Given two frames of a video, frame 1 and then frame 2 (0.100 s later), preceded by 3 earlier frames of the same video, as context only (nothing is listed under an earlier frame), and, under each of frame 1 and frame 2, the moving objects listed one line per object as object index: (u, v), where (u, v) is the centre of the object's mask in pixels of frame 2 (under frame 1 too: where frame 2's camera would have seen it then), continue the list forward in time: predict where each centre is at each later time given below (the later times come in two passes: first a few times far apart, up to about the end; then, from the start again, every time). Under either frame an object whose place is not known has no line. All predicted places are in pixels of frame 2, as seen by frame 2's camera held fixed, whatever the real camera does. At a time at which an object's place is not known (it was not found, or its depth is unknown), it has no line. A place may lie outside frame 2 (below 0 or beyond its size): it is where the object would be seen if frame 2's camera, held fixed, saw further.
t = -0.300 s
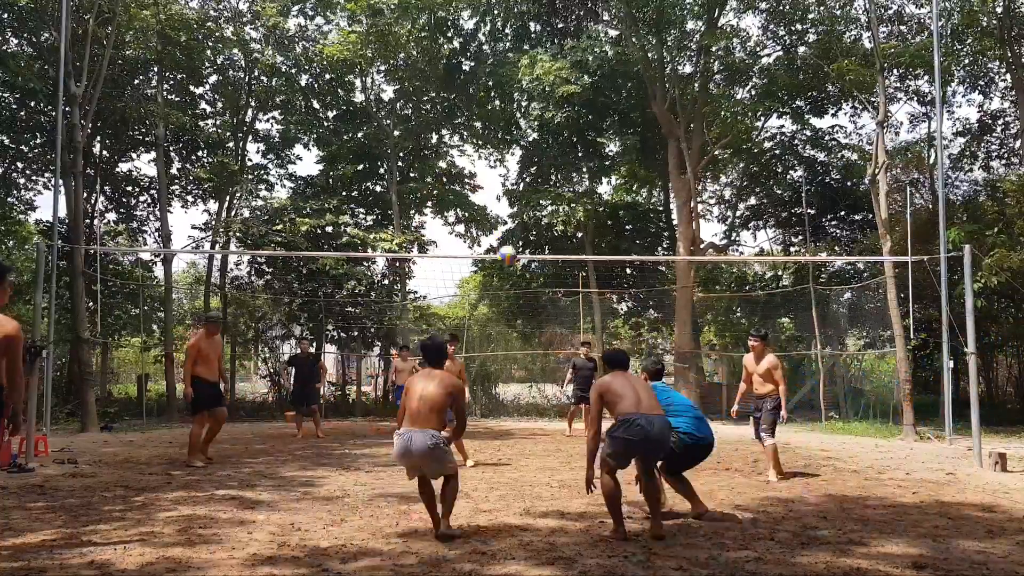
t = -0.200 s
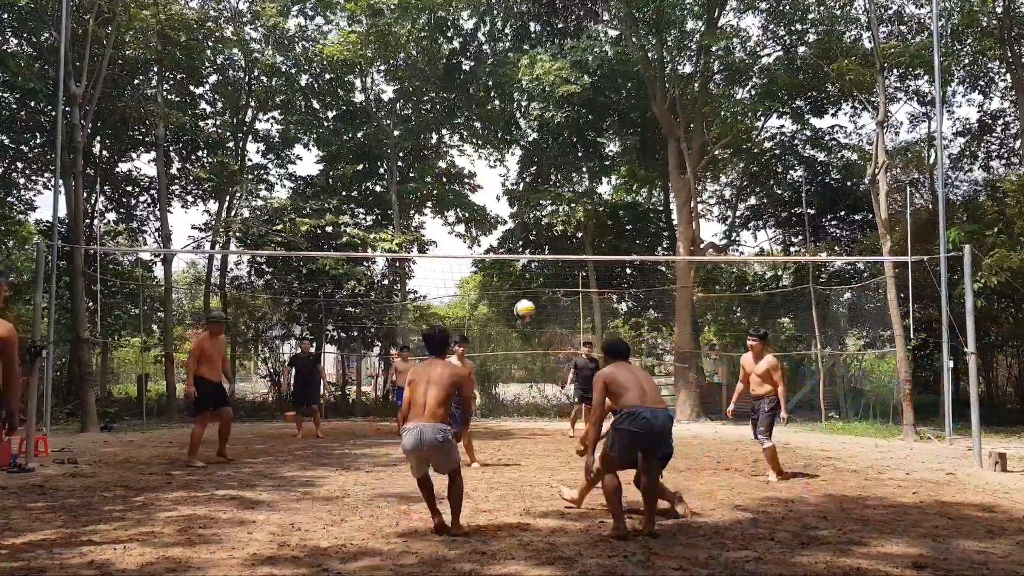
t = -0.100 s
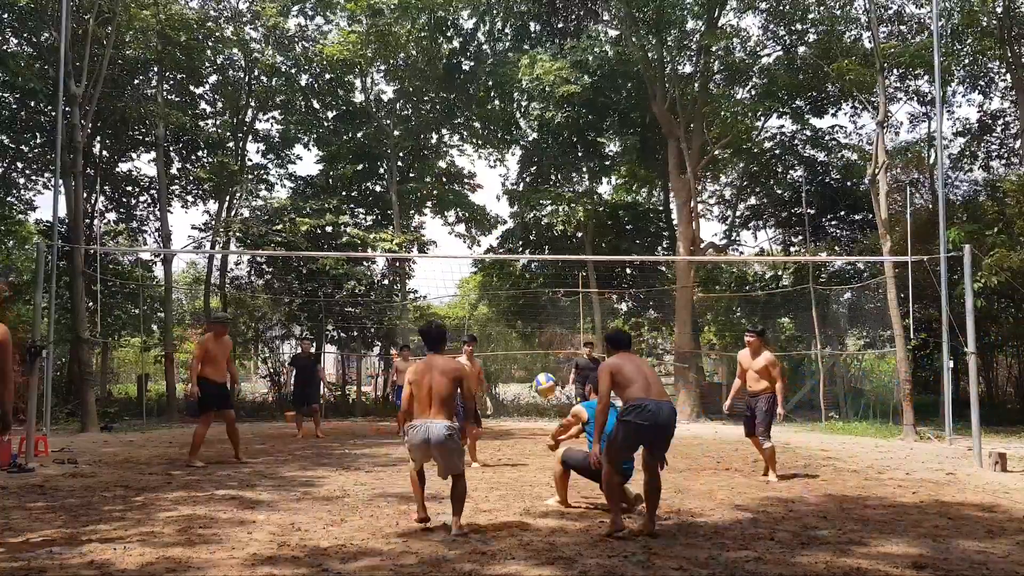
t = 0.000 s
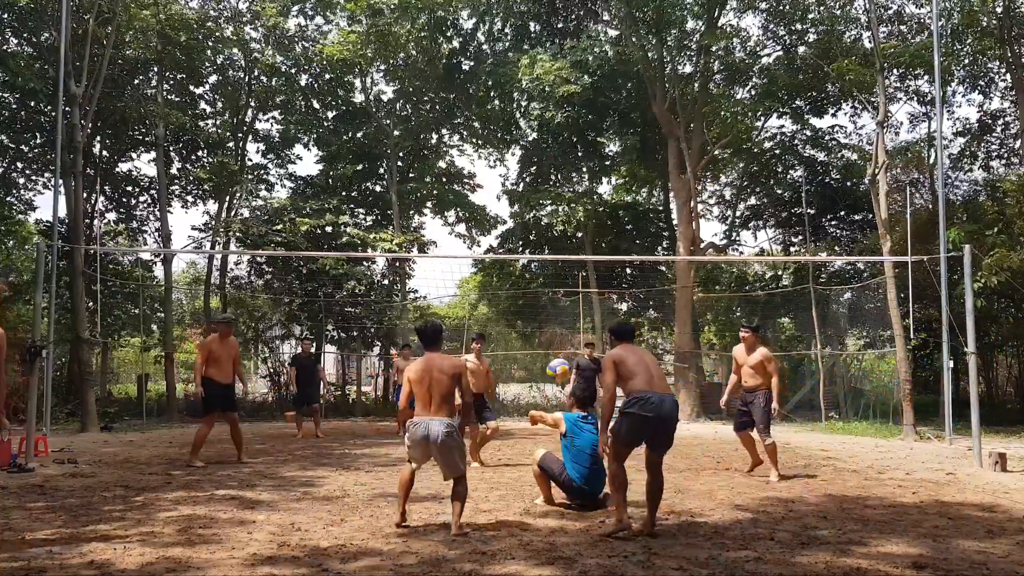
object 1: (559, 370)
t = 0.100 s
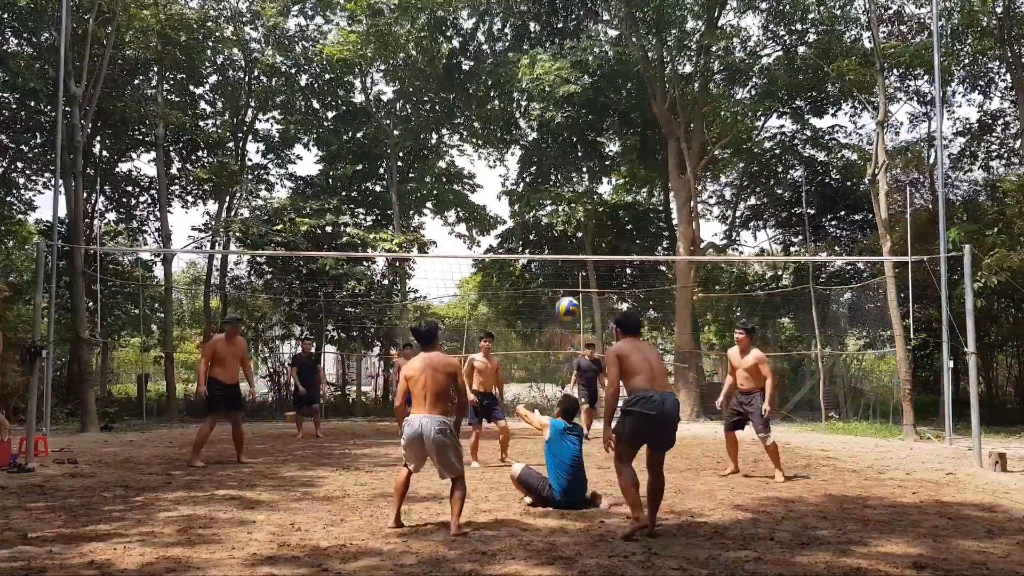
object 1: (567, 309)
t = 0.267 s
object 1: (583, 233)
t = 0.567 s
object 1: (611, 173)
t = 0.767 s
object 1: (630, 186)
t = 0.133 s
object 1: (570, 289)
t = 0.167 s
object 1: (573, 274)
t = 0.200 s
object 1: (577, 259)
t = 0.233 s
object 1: (580, 245)
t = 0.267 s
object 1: (583, 233)
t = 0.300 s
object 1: (586, 221)
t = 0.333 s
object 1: (589, 211)
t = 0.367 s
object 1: (592, 202)
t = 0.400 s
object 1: (595, 195)
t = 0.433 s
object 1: (599, 187)
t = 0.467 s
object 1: (602, 182)
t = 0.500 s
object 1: (605, 178)
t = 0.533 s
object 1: (608, 174)
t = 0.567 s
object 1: (611, 173)
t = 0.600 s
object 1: (614, 172)
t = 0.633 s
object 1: (618, 173)
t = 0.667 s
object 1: (620, 175)
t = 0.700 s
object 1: (624, 177)
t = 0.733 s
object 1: (628, 181)
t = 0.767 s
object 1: (630, 186)
